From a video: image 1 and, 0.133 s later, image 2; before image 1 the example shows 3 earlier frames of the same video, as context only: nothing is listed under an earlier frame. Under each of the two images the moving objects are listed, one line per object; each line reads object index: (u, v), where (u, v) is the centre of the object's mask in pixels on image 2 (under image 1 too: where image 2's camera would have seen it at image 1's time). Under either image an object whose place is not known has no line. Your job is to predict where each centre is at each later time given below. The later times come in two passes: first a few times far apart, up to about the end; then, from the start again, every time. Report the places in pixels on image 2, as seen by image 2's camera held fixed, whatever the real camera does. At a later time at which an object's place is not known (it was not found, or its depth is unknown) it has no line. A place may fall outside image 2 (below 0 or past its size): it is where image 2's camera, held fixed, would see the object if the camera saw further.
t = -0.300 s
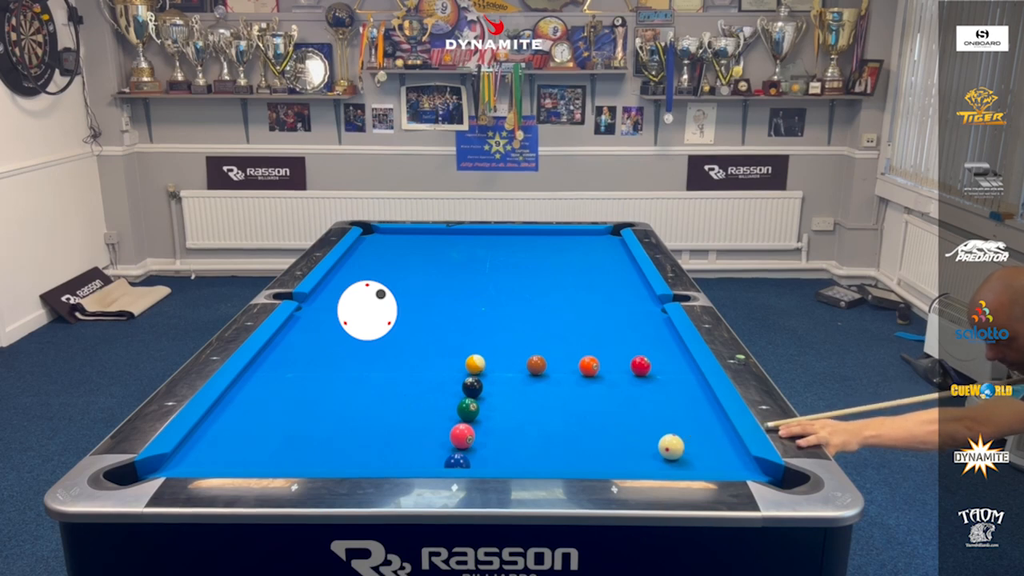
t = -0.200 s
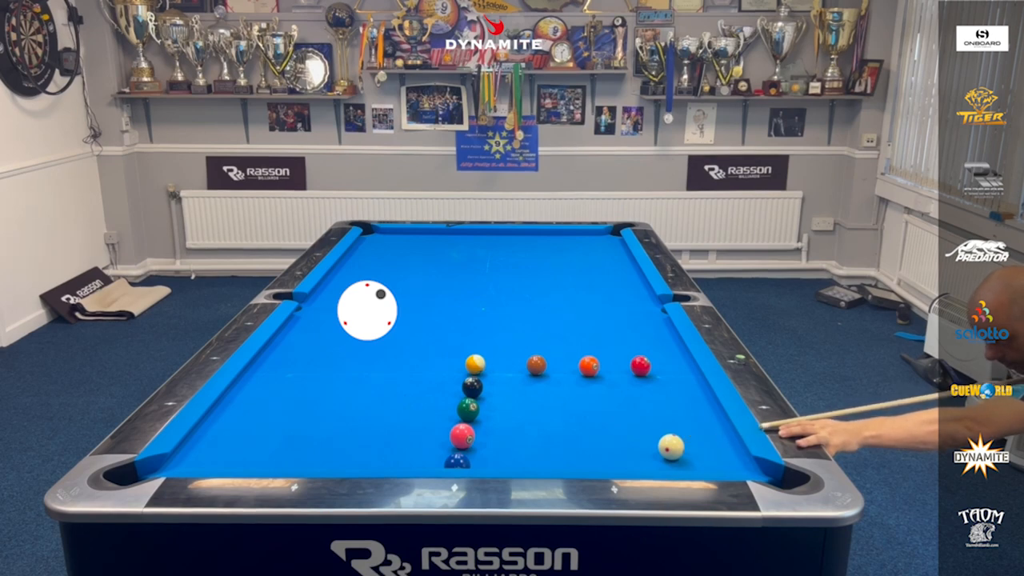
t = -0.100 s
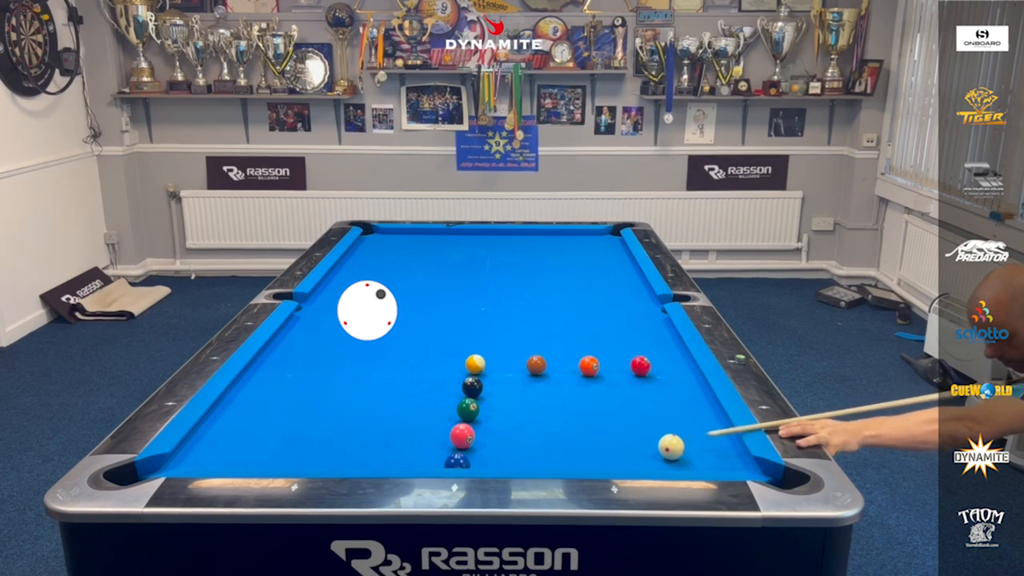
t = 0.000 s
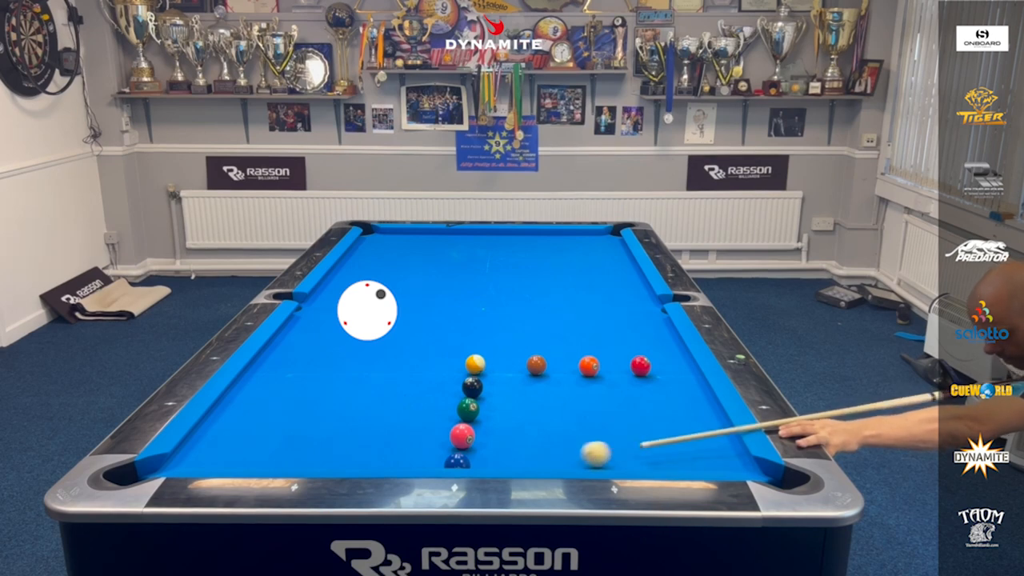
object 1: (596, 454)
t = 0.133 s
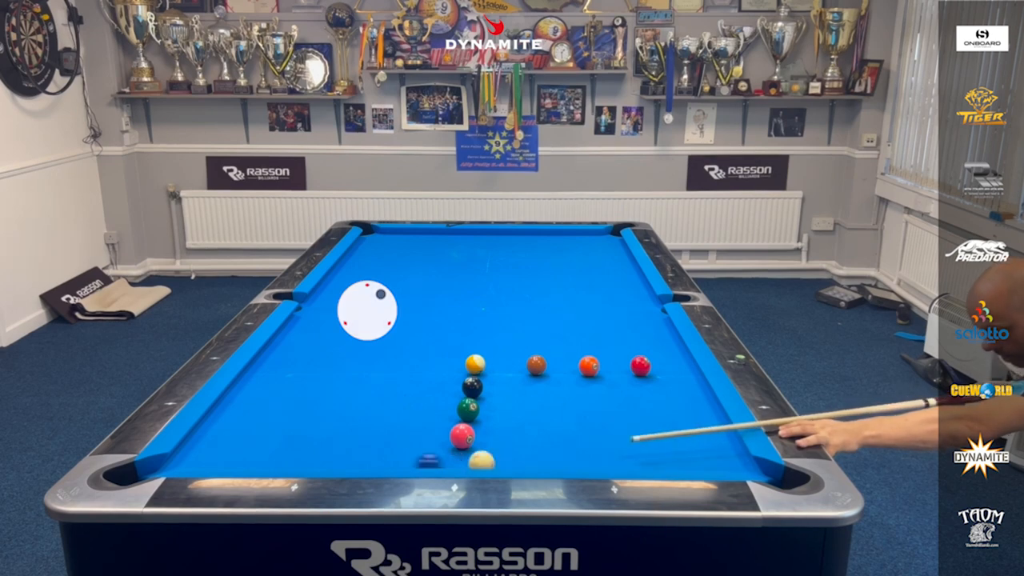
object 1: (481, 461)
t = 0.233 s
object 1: (468, 455)
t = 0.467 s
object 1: (410, 440)
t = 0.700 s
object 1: (344, 429)
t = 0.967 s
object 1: (275, 417)
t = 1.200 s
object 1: (222, 407)
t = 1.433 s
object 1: (265, 395)
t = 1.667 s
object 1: (300, 385)
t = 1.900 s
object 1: (331, 375)
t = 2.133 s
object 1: (360, 366)
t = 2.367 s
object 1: (385, 358)
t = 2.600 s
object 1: (408, 351)
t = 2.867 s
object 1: (432, 343)
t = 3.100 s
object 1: (451, 338)
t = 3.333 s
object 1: (467, 333)
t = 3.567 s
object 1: (483, 328)
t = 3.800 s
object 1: (496, 324)
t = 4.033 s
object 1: (508, 321)
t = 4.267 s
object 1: (519, 318)
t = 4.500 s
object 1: (529, 315)
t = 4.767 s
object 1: (539, 312)
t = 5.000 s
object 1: (547, 309)
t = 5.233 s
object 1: (554, 307)
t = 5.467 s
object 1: (560, 306)
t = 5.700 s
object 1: (565, 304)
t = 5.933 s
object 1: (569, 303)
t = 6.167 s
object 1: (572, 302)
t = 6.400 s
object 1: (575, 302)
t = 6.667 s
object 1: (577, 301)
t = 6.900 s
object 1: (578, 301)
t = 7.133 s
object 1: (578, 301)
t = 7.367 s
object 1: (578, 301)
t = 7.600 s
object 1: (578, 301)
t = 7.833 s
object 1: (578, 301)
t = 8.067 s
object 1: (578, 301)
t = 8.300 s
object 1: (578, 301)
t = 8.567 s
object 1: (578, 301)
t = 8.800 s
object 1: (578, 301)
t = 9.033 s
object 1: (578, 301)
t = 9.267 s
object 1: (578, 301)
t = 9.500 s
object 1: (578, 301)
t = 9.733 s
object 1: (578, 301)
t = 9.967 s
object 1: (578, 301)
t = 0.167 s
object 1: (478, 458)
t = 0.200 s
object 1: (473, 456)
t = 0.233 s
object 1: (468, 455)
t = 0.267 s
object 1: (462, 452)
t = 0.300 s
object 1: (455, 450)
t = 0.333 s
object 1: (447, 448)
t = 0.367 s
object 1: (438, 445)
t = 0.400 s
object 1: (430, 443)
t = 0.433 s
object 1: (419, 442)
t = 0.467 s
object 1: (410, 440)
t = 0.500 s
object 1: (400, 438)
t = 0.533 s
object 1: (390, 437)
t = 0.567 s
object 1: (381, 435)
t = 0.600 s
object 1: (371, 433)
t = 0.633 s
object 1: (362, 432)
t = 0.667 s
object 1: (353, 430)
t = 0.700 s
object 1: (344, 429)
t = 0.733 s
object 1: (335, 427)
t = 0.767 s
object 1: (326, 426)
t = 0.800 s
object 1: (317, 424)
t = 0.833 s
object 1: (309, 423)
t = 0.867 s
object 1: (300, 421)
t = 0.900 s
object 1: (292, 420)
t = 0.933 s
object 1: (283, 418)
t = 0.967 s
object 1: (275, 417)
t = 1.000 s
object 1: (267, 416)
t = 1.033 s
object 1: (259, 414)
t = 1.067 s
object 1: (251, 413)
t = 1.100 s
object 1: (243, 412)
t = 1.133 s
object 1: (235, 410)
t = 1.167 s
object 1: (228, 409)
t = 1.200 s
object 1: (222, 407)
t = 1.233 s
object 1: (230, 405)
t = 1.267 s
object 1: (237, 404)
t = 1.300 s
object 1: (243, 402)
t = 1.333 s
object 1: (249, 400)
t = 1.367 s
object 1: (255, 399)
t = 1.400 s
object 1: (260, 397)
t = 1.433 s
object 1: (265, 395)
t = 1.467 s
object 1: (270, 394)
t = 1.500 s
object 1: (275, 392)
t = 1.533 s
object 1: (280, 390)
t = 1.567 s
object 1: (285, 389)
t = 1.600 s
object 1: (290, 387)
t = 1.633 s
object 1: (295, 386)
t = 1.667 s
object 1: (300, 385)
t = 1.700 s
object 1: (305, 383)
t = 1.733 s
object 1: (309, 382)
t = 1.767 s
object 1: (314, 380)
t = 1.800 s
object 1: (318, 379)
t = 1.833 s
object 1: (323, 378)
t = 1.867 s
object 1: (327, 376)
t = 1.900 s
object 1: (331, 375)
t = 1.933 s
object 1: (336, 373)
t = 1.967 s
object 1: (340, 372)
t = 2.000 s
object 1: (344, 371)
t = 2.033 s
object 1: (348, 370)
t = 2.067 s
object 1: (352, 369)
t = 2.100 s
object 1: (356, 367)
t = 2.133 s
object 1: (360, 366)
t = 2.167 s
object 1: (364, 365)
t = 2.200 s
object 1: (367, 364)
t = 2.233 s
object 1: (371, 363)
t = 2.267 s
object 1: (375, 361)
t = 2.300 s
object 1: (378, 360)
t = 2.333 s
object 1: (382, 359)
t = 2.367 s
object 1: (385, 358)
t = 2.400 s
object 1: (389, 357)
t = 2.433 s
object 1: (392, 356)
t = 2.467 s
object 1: (396, 355)
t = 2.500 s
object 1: (399, 354)
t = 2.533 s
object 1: (402, 353)
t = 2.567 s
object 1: (405, 352)
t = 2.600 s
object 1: (408, 351)
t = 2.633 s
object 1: (412, 350)
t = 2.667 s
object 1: (415, 349)
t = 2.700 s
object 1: (418, 348)
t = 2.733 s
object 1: (421, 347)
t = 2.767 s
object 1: (424, 346)
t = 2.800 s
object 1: (426, 345)
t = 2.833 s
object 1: (430, 344)
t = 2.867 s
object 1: (432, 343)
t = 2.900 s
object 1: (435, 343)
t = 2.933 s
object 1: (438, 342)
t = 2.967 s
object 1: (440, 341)
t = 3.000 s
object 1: (443, 340)
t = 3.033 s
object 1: (446, 339)
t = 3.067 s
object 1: (448, 339)
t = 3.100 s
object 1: (451, 338)
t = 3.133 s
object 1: (453, 337)
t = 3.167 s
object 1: (456, 337)
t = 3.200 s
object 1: (458, 336)
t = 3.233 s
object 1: (460, 335)
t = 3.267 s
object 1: (463, 334)
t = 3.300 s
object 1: (465, 334)
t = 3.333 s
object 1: (467, 333)
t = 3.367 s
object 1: (470, 332)
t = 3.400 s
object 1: (472, 331)
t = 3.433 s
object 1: (474, 331)
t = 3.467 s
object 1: (476, 330)
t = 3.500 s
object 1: (478, 330)
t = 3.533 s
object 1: (480, 329)
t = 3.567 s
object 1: (483, 328)
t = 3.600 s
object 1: (484, 328)
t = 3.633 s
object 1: (486, 327)
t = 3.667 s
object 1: (488, 327)
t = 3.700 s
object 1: (490, 326)
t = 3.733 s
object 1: (492, 326)
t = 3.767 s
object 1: (494, 325)
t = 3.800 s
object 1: (496, 324)
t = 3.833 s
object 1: (498, 324)
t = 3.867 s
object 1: (499, 324)
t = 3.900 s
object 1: (501, 323)
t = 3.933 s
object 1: (503, 322)
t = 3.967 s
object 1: (505, 322)
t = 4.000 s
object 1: (506, 321)
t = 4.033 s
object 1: (508, 321)
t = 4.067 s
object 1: (510, 320)
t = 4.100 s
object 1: (511, 320)
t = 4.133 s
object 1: (513, 319)
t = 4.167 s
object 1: (515, 319)
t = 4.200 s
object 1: (516, 318)
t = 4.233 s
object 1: (517, 318)
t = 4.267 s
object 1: (519, 318)
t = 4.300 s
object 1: (520, 317)
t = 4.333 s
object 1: (522, 317)
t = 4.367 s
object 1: (523, 316)
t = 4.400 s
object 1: (525, 316)
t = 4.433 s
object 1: (526, 316)
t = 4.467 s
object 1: (528, 315)
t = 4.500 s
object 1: (529, 315)
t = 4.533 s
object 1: (530, 314)
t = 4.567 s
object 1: (532, 314)
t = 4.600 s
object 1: (533, 313)
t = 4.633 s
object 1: (534, 313)
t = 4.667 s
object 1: (535, 313)
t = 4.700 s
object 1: (537, 312)
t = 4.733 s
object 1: (538, 312)
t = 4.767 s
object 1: (539, 312)
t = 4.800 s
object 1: (540, 311)
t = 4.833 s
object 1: (542, 311)
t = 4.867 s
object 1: (543, 311)
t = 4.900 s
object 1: (544, 310)
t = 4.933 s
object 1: (545, 310)
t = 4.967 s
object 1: (546, 310)
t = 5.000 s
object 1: (547, 309)
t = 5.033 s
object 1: (548, 309)
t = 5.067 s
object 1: (549, 309)
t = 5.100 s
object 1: (550, 309)
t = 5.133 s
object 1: (551, 308)
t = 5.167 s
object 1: (552, 308)
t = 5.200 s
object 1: (553, 308)
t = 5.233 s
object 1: (554, 307)
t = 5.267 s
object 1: (555, 307)
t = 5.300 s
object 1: (556, 307)
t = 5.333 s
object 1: (557, 307)
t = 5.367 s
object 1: (558, 307)
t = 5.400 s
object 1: (558, 306)
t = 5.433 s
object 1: (559, 306)
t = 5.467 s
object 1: (560, 306)
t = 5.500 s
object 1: (561, 305)
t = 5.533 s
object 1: (561, 305)
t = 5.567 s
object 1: (562, 305)
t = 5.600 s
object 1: (563, 305)
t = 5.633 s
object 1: (563, 305)
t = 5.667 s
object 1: (564, 304)
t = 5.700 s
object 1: (565, 304)
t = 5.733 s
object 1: (566, 304)
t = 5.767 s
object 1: (566, 304)
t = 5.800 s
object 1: (567, 304)
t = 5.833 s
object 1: (567, 304)
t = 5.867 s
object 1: (568, 304)
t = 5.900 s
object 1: (569, 304)
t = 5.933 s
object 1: (569, 303)
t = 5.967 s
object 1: (570, 303)
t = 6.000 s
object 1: (570, 303)
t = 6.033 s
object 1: (571, 303)
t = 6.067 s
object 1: (571, 303)
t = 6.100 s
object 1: (572, 303)
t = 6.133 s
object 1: (572, 302)
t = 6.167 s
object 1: (572, 302)
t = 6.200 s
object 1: (573, 302)
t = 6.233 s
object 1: (573, 302)
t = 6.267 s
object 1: (574, 302)
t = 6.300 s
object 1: (574, 302)
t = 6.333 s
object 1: (574, 302)
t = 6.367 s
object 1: (574, 302)
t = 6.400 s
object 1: (575, 302)
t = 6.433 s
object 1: (575, 302)
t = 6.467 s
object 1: (575, 302)
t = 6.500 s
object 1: (576, 302)
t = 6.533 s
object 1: (576, 301)
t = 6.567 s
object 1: (576, 301)
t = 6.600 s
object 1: (576, 301)
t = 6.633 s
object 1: (577, 301)
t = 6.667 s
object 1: (577, 301)
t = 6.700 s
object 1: (577, 301)
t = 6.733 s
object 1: (577, 301)
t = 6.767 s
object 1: (577, 301)
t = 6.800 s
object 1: (577, 301)
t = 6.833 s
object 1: (577, 301)
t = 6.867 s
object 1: (577, 301)
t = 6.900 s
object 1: (578, 301)
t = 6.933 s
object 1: (577, 301)
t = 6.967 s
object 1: (578, 301)
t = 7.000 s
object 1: (578, 301)
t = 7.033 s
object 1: (578, 301)
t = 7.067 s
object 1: (578, 301)
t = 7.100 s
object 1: (578, 301)
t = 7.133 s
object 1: (578, 301)
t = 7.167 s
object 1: (578, 301)
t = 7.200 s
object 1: (578, 301)
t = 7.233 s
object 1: (578, 301)
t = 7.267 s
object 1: (578, 301)
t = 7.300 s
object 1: (578, 301)
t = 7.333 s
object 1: (578, 301)
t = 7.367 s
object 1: (578, 301)
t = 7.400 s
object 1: (578, 301)
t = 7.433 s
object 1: (578, 301)
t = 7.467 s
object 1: (578, 301)
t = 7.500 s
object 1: (578, 301)
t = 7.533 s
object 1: (578, 301)
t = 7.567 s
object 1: (578, 301)
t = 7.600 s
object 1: (578, 301)
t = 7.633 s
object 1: (578, 301)
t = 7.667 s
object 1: (578, 301)
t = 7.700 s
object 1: (578, 301)
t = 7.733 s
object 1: (578, 301)
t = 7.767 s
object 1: (578, 301)
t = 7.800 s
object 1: (578, 301)
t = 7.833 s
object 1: (578, 301)
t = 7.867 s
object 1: (578, 301)
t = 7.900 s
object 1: (578, 301)
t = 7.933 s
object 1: (578, 301)
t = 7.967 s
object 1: (578, 301)
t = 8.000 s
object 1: (578, 301)
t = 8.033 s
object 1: (578, 301)
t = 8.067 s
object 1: (578, 301)
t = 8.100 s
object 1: (578, 301)
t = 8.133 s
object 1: (578, 301)
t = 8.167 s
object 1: (578, 301)
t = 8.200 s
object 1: (578, 301)
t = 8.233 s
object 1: (578, 301)
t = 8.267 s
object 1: (578, 301)
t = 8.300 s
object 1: (578, 301)
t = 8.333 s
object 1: (578, 301)
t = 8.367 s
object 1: (578, 301)
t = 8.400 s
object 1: (578, 301)
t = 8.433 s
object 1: (578, 301)
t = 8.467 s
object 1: (578, 301)
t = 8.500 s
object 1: (578, 301)
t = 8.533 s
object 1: (578, 301)
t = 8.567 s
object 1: (578, 301)
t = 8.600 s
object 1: (578, 301)
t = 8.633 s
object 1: (578, 301)
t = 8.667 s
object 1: (578, 301)
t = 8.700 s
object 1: (578, 301)
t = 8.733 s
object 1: (578, 301)
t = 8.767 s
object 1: (578, 301)
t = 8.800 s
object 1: (578, 301)
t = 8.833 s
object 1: (578, 301)
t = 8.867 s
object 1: (578, 301)
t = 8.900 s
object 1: (578, 301)
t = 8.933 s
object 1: (578, 301)
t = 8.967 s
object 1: (578, 301)
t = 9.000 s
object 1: (578, 301)
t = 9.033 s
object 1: (578, 301)
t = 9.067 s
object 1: (578, 301)
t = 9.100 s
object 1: (578, 301)
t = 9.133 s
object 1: (578, 301)
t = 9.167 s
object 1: (578, 301)
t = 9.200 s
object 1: (578, 301)
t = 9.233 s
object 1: (578, 301)
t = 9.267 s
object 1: (578, 301)
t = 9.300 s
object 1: (578, 301)
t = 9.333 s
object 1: (578, 301)
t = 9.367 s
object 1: (578, 301)
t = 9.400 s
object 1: (578, 301)
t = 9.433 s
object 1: (578, 301)
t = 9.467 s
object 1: (578, 301)
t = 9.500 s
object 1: (578, 301)
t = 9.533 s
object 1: (578, 301)
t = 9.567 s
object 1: (578, 301)
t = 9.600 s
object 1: (578, 301)
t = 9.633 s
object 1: (578, 301)
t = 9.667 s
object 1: (578, 301)
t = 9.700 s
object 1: (578, 301)
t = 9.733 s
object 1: (578, 301)
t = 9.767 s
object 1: (578, 301)
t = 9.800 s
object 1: (578, 301)
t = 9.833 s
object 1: (578, 301)
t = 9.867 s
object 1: (578, 301)
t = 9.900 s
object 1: (578, 301)
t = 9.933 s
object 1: (578, 301)
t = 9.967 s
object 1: (578, 301)
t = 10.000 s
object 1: (578, 301)
